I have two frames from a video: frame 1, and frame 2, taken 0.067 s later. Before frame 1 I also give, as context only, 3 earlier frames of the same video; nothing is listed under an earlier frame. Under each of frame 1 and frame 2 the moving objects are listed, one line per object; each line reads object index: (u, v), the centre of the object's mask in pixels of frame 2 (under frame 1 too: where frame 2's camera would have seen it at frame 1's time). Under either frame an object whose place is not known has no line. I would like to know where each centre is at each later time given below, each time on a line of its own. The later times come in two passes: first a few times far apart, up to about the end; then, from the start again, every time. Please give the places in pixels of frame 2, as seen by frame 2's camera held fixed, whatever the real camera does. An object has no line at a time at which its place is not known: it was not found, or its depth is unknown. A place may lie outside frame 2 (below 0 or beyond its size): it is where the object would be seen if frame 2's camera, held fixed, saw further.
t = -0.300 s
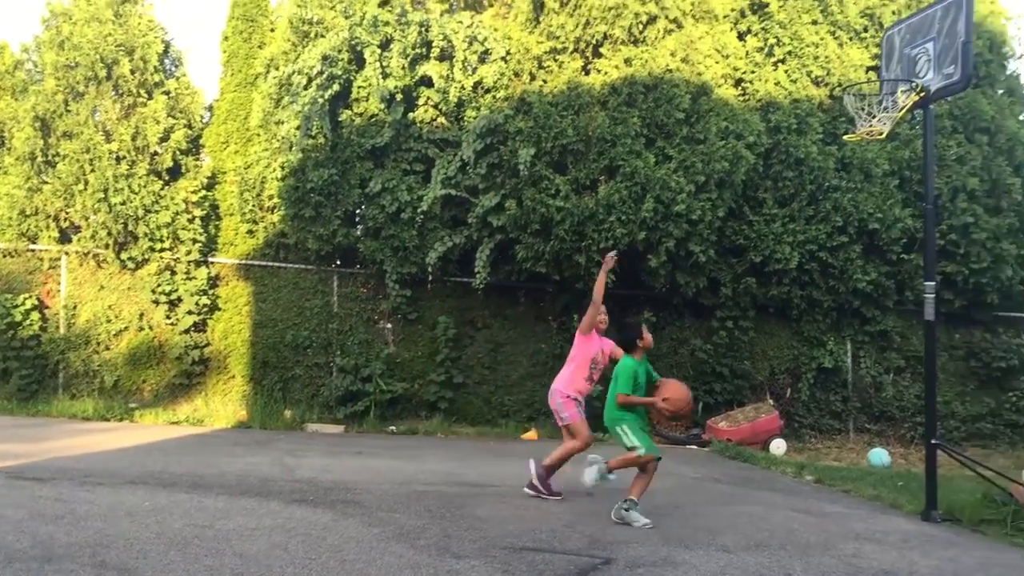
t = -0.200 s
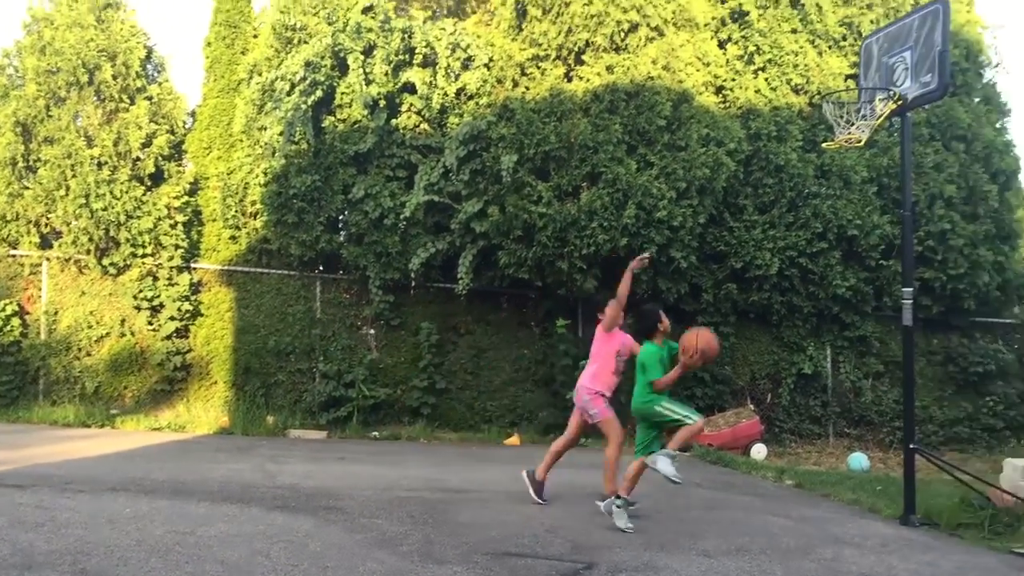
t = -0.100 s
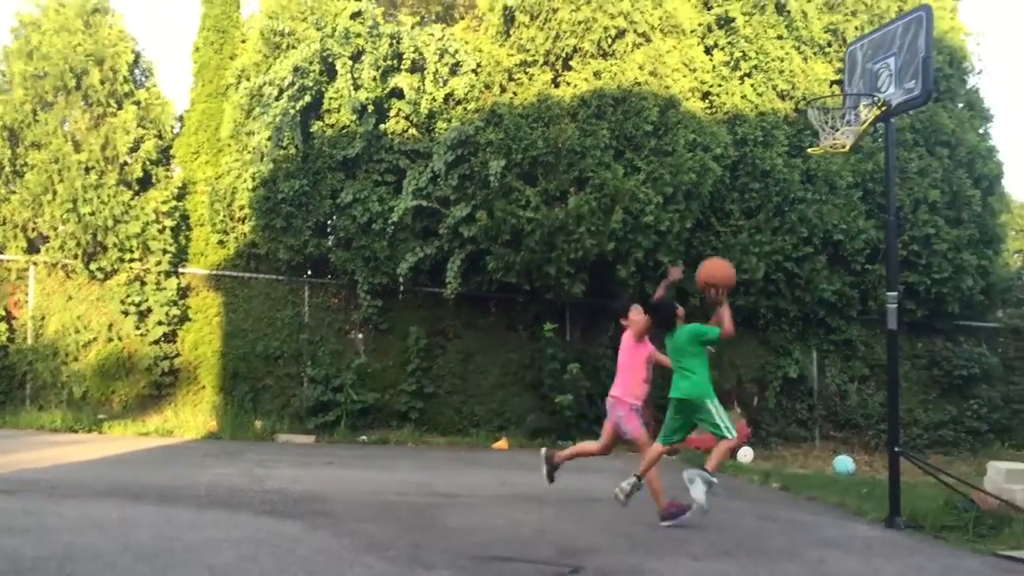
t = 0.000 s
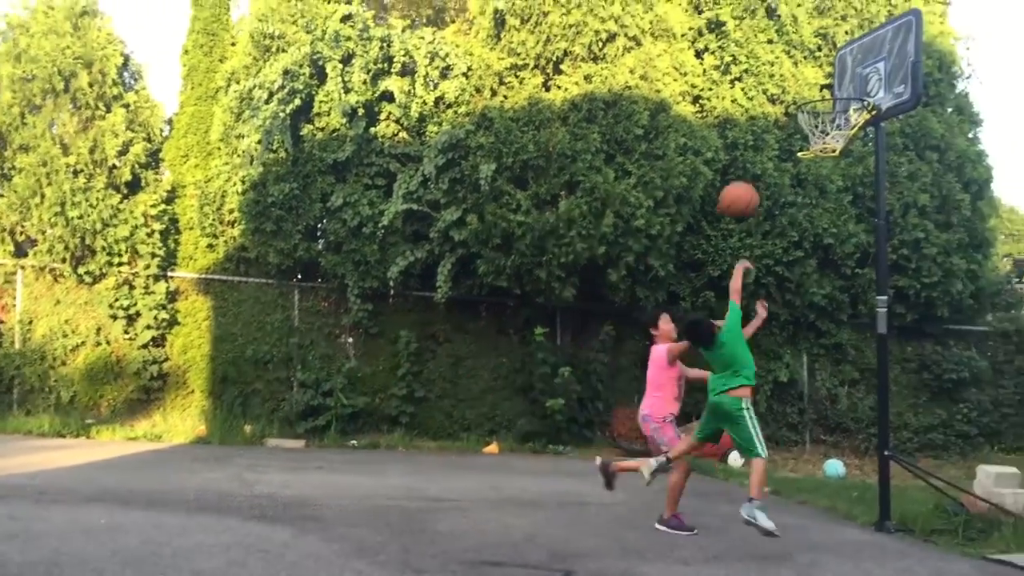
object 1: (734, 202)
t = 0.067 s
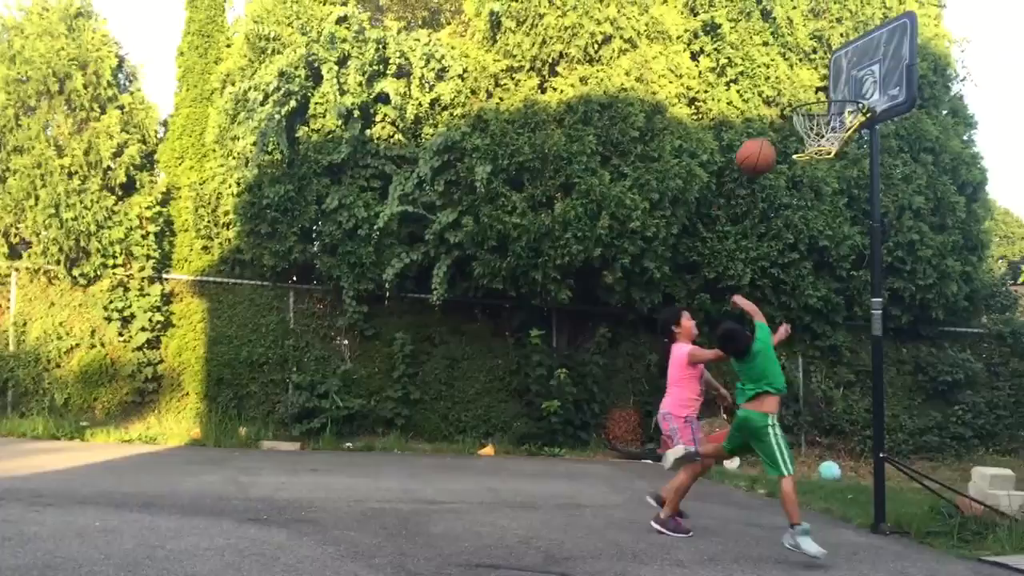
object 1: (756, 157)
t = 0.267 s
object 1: (819, 65)
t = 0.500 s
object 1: (851, 42)
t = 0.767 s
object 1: (818, 110)
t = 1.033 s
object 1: (830, 157)
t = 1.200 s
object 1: (833, 196)
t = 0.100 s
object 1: (767, 137)
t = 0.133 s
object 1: (777, 119)
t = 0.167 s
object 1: (788, 103)
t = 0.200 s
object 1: (798, 89)
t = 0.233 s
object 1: (809, 76)
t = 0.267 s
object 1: (819, 65)
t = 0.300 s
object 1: (829, 57)
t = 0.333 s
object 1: (838, 49)
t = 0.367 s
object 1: (848, 43)
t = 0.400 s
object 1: (859, 38)
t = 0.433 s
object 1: (862, 38)
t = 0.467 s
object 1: (858, 39)
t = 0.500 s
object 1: (851, 42)
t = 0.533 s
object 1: (847, 46)
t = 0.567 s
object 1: (841, 51)
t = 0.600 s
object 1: (837, 59)
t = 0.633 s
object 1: (833, 68)
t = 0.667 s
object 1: (828, 79)
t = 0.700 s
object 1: (824, 90)
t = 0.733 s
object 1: (820, 104)
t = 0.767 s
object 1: (818, 110)
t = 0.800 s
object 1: (817, 115)
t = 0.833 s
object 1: (818, 121)
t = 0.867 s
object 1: (820, 135)
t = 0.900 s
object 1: (820, 143)
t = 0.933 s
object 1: (822, 149)
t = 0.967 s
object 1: (826, 148)
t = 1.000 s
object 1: (828, 153)
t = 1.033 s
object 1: (830, 157)
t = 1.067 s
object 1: (832, 164)
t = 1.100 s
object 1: (833, 170)
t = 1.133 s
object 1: (833, 178)
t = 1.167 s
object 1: (833, 186)
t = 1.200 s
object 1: (833, 196)
